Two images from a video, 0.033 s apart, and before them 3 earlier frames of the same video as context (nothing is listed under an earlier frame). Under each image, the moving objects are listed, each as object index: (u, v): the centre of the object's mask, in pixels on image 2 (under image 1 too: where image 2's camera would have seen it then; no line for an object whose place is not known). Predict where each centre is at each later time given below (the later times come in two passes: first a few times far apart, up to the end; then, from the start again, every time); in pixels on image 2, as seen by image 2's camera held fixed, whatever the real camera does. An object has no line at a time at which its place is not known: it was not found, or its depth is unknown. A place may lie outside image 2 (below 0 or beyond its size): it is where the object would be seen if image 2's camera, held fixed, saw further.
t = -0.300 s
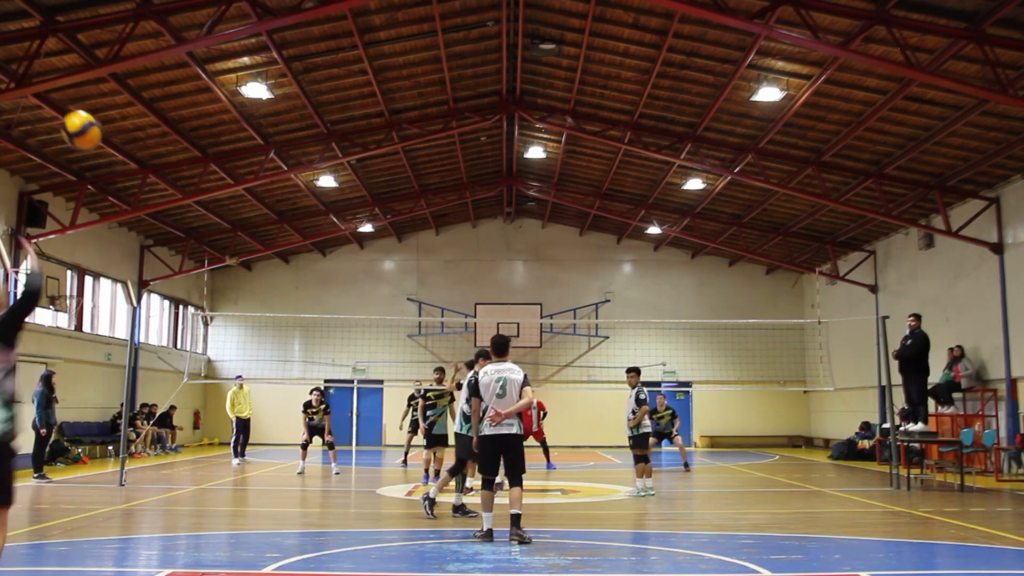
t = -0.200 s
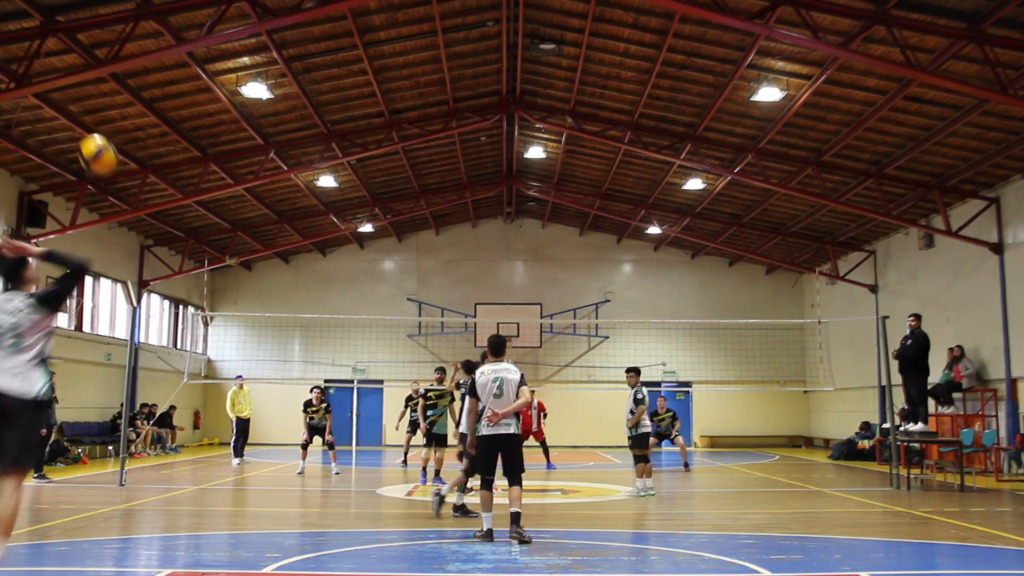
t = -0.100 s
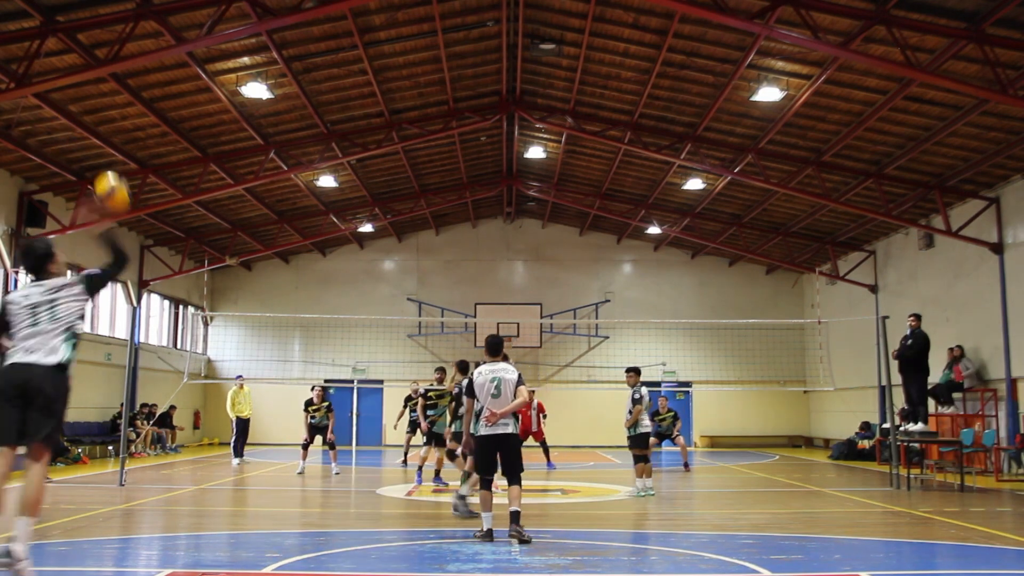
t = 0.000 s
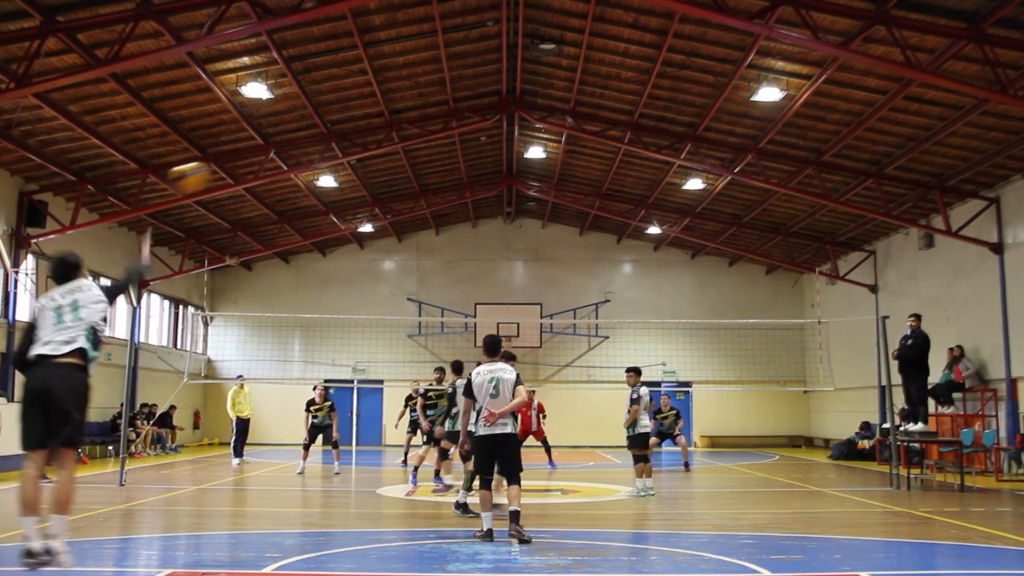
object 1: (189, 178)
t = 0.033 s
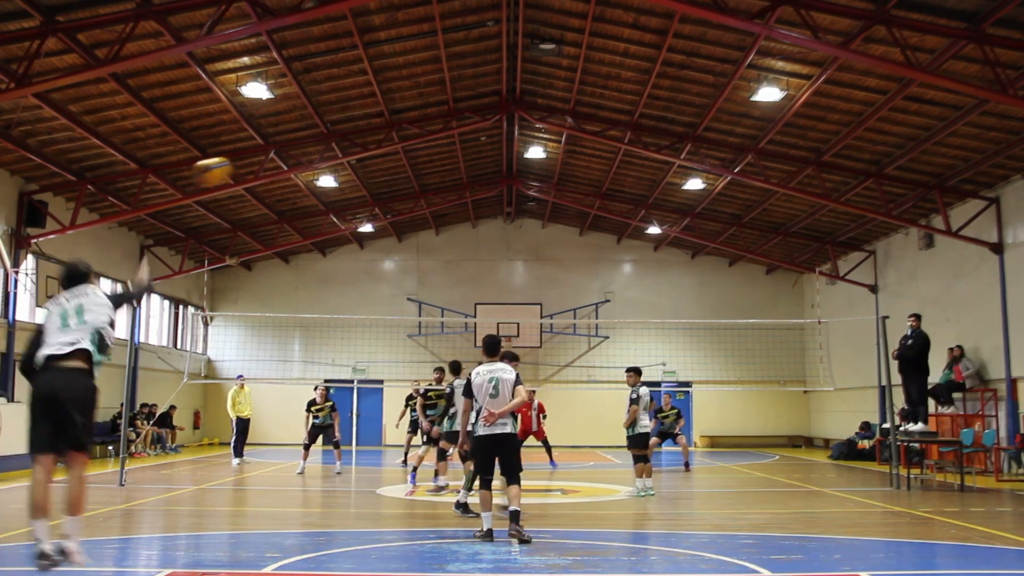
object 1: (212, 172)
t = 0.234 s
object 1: (311, 162)
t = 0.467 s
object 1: (380, 197)
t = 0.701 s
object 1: (415, 253)
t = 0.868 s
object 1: (430, 299)
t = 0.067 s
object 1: (235, 166)
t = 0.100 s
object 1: (251, 165)
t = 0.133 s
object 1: (269, 162)
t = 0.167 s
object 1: (285, 161)
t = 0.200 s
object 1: (299, 161)
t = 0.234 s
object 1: (311, 162)
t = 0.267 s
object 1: (323, 165)
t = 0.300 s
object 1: (336, 168)
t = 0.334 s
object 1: (345, 172)
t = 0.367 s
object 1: (357, 178)
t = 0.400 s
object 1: (365, 184)
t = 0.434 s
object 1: (373, 190)
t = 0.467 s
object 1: (380, 197)
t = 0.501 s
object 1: (386, 204)
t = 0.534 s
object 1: (393, 212)
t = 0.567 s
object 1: (398, 220)
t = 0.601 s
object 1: (403, 227)
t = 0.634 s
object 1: (407, 235)
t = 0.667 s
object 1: (411, 244)
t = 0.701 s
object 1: (415, 253)
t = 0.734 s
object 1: (418, 262)
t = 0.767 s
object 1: (421, 271)
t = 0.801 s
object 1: (423, 281)
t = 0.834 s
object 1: (427, 290)
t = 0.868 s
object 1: (430, 299)
